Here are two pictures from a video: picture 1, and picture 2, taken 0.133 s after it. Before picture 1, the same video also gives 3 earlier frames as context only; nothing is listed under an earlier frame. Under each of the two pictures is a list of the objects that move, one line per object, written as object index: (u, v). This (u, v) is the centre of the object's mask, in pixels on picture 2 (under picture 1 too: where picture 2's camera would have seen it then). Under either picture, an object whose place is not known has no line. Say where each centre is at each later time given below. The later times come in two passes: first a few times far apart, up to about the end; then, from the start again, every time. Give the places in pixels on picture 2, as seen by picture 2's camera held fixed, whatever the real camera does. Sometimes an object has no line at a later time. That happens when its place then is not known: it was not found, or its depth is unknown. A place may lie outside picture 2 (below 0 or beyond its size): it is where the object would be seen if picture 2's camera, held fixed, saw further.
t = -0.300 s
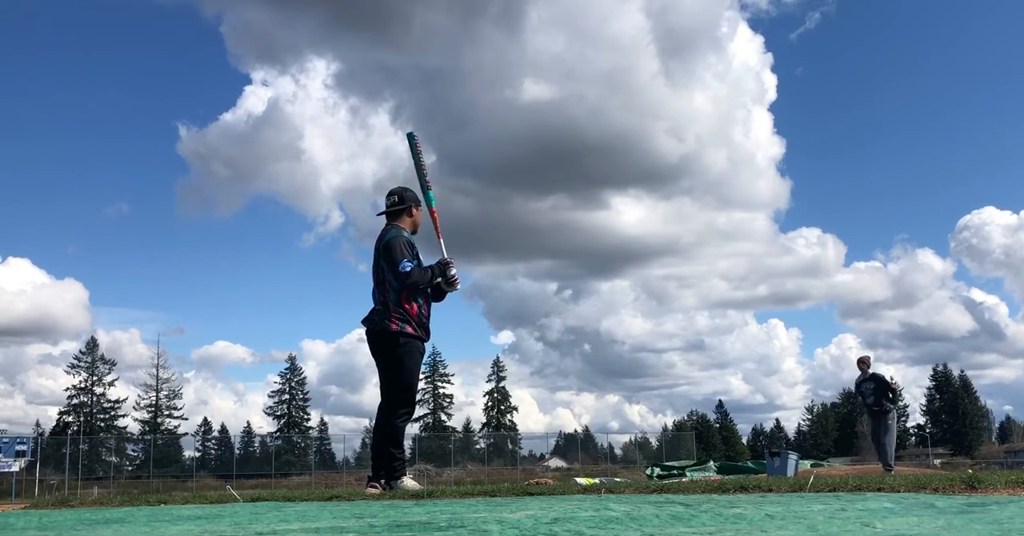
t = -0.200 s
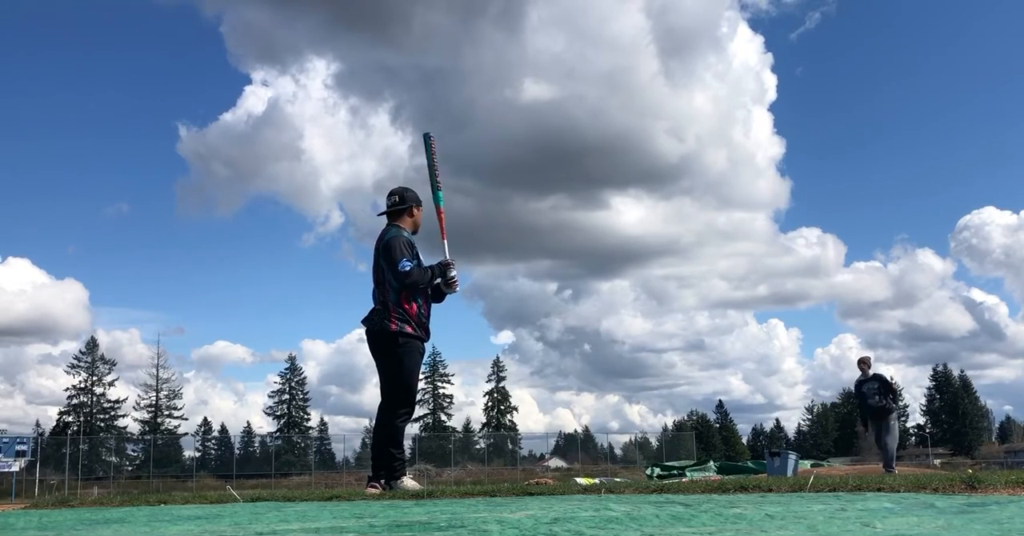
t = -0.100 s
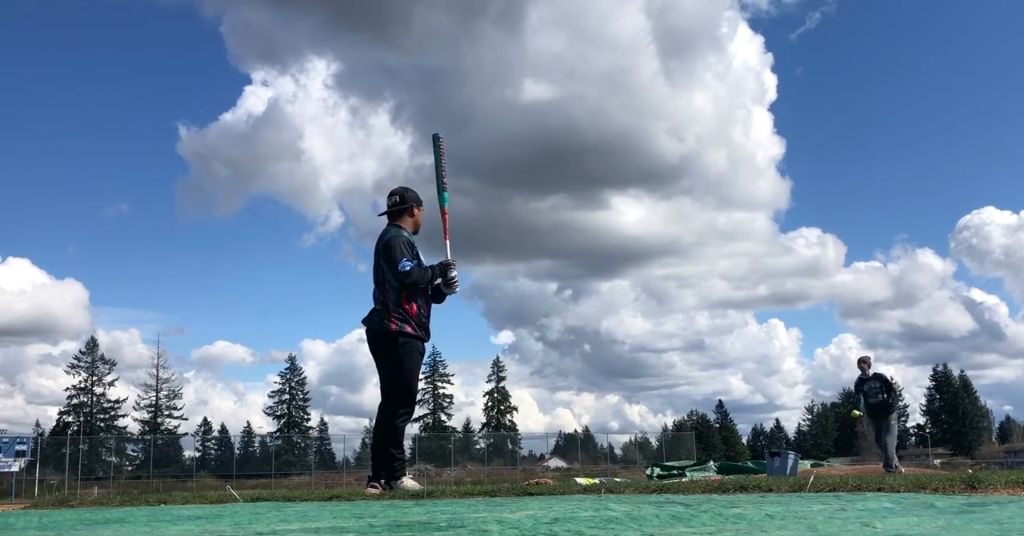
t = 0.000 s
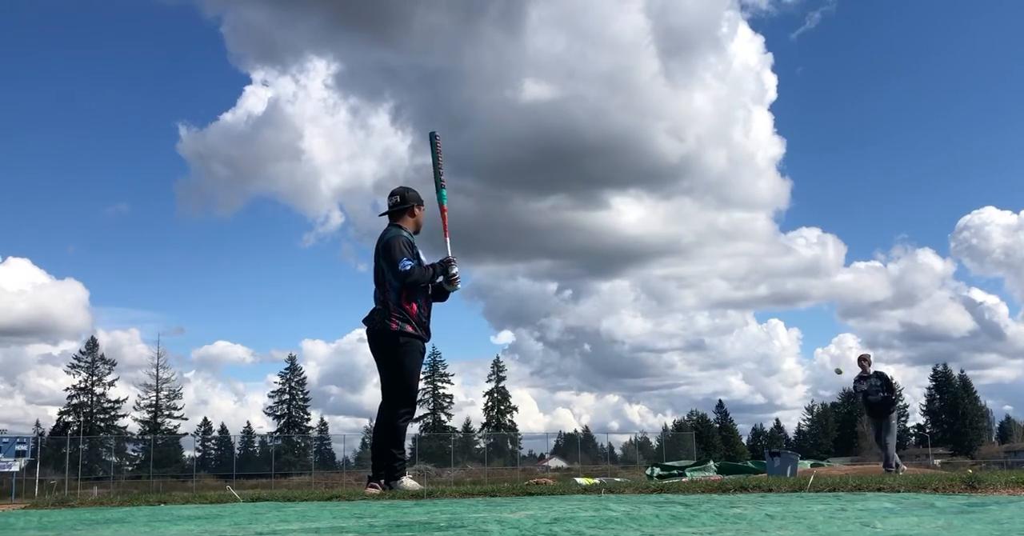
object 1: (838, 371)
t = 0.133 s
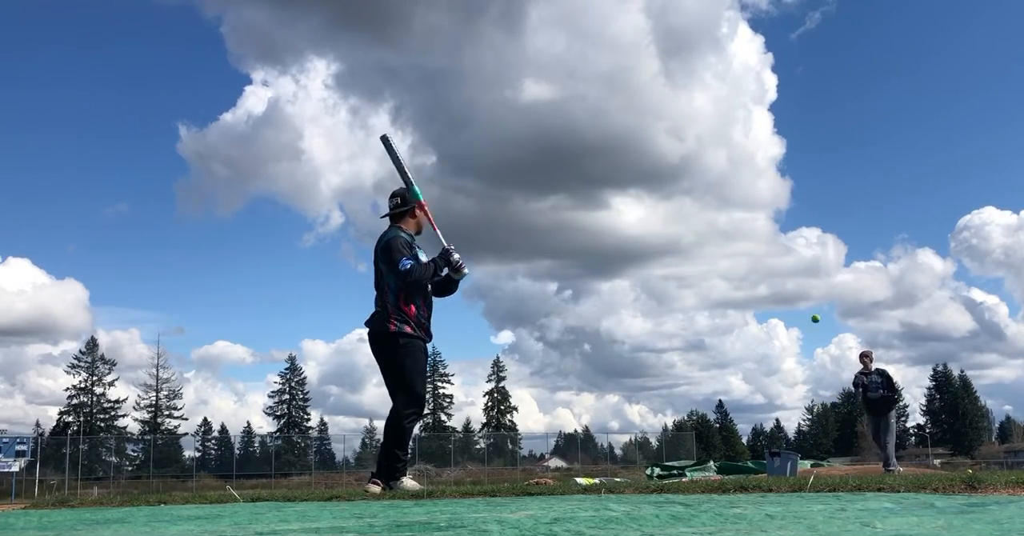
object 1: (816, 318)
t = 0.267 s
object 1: (789, 275)
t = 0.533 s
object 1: (726, 218)
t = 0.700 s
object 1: (673, 215)
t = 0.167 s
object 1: (809, 307)
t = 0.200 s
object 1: (802, 296)
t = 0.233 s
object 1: (796, 285)
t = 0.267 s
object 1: (789, 275)
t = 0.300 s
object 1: (782, 265)
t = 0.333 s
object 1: (775, 256)
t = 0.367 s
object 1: (767, 248)
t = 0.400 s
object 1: (760, 240)
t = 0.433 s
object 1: (752, 234)
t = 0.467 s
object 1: (743, 228)
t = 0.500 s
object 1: (735, 222)
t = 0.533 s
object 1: (726, 218)
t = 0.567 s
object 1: (716, 215)
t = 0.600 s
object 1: (707, 213)
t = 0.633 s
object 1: (695, 212)
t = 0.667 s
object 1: (684, 213)
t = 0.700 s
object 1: (673, 215)
